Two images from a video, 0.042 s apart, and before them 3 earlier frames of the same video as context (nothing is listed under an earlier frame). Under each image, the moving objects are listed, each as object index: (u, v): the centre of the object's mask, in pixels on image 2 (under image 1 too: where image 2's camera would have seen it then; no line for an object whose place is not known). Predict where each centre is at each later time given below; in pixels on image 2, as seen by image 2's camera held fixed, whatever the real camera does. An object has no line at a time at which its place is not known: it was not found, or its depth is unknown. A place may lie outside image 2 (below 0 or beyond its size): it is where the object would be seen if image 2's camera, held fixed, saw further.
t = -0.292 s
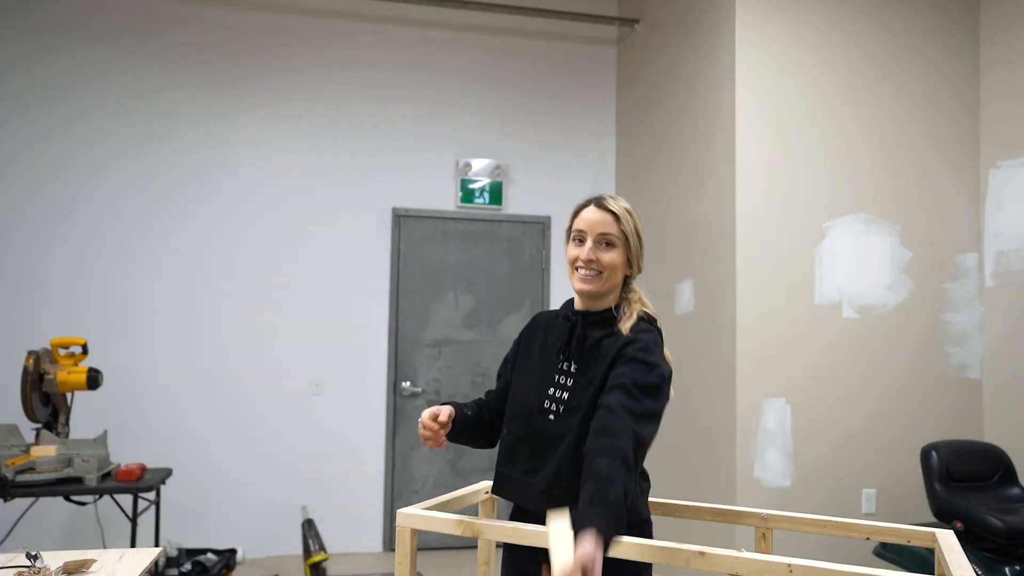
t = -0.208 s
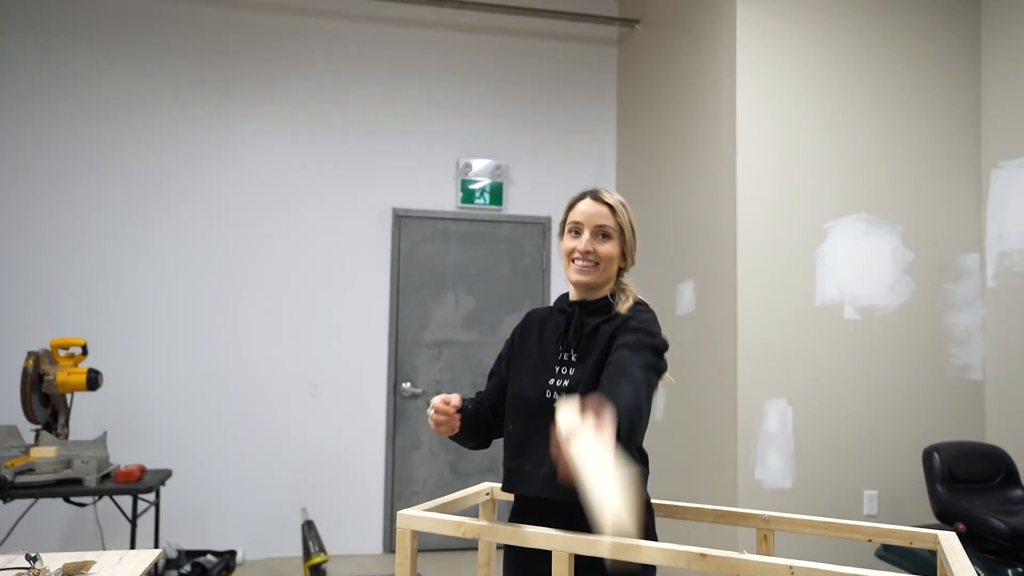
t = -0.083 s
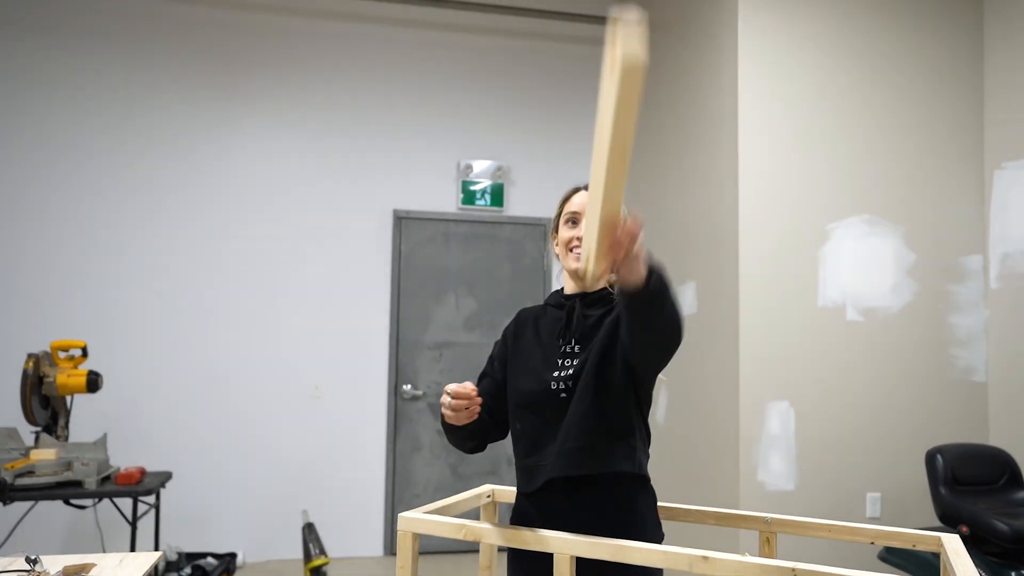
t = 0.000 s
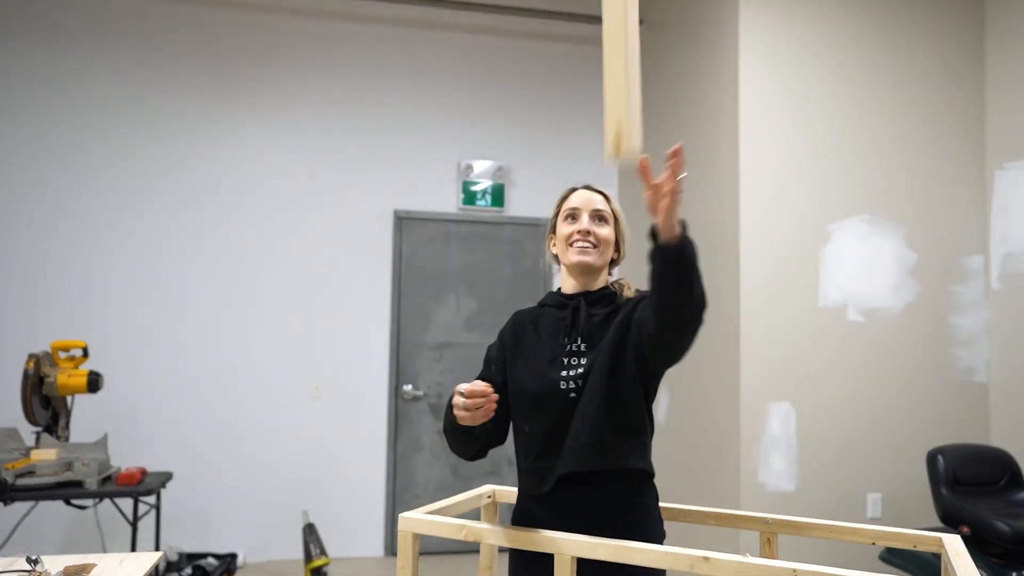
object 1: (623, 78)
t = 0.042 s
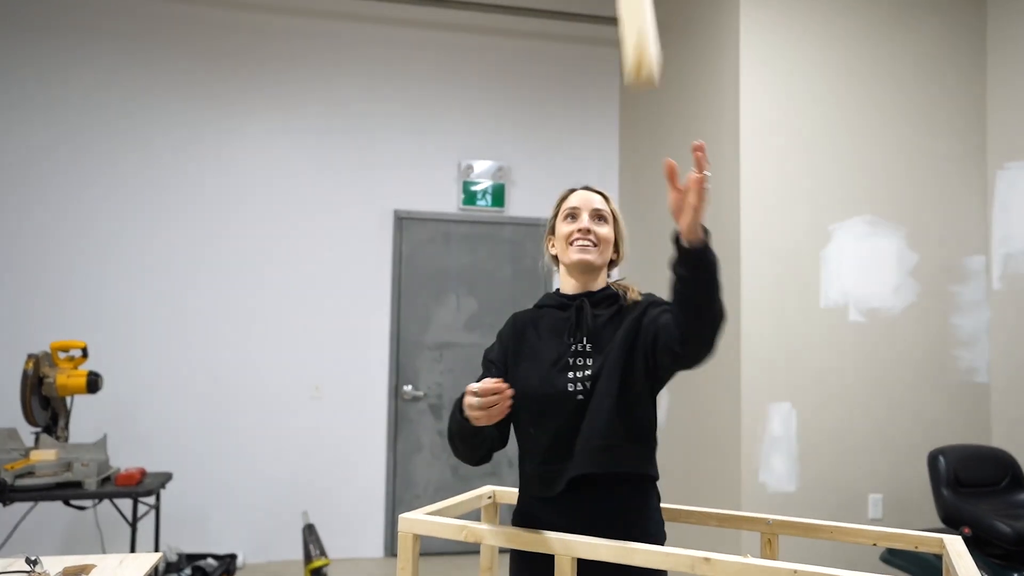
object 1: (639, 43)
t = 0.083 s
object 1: (654, 15)
